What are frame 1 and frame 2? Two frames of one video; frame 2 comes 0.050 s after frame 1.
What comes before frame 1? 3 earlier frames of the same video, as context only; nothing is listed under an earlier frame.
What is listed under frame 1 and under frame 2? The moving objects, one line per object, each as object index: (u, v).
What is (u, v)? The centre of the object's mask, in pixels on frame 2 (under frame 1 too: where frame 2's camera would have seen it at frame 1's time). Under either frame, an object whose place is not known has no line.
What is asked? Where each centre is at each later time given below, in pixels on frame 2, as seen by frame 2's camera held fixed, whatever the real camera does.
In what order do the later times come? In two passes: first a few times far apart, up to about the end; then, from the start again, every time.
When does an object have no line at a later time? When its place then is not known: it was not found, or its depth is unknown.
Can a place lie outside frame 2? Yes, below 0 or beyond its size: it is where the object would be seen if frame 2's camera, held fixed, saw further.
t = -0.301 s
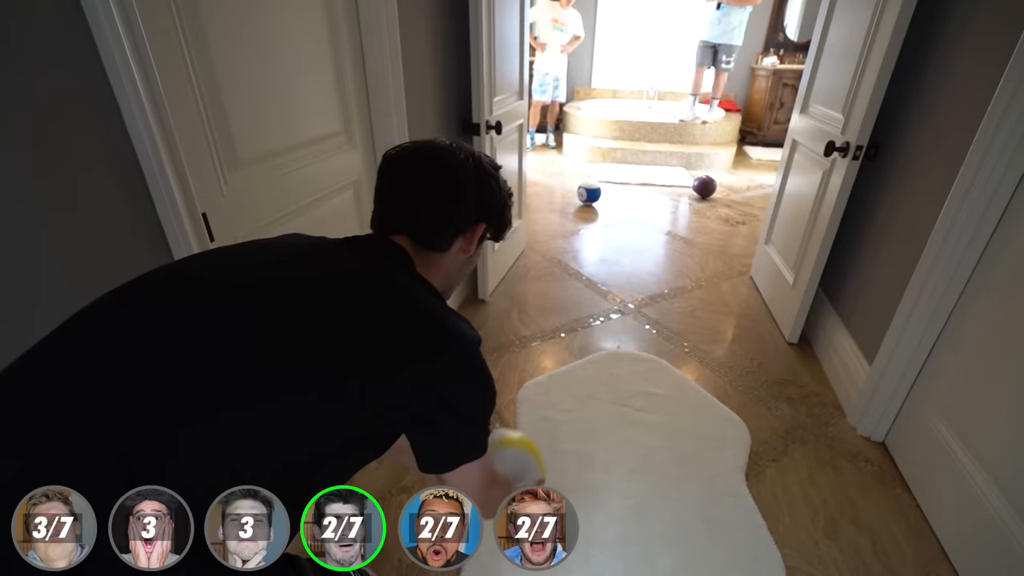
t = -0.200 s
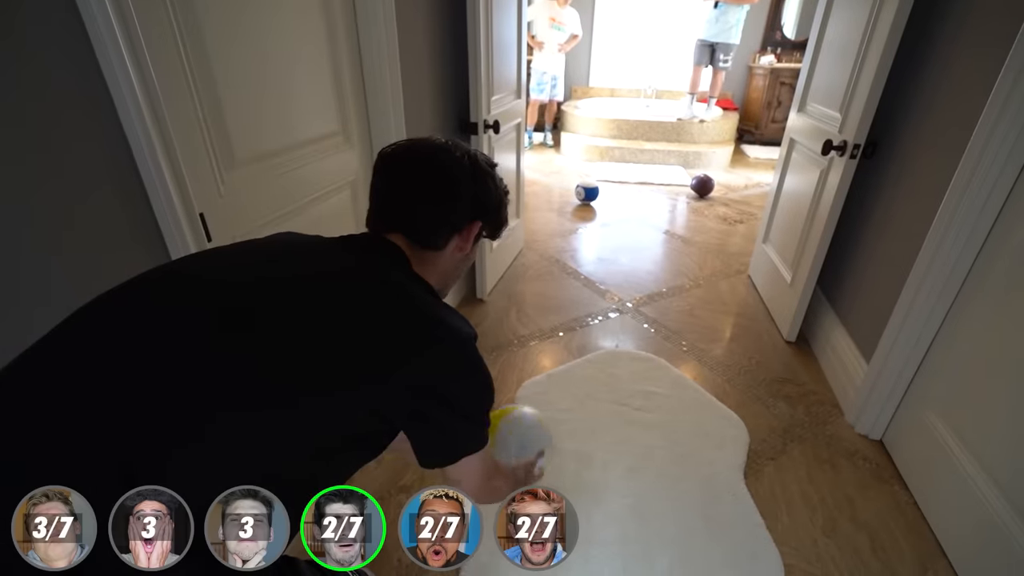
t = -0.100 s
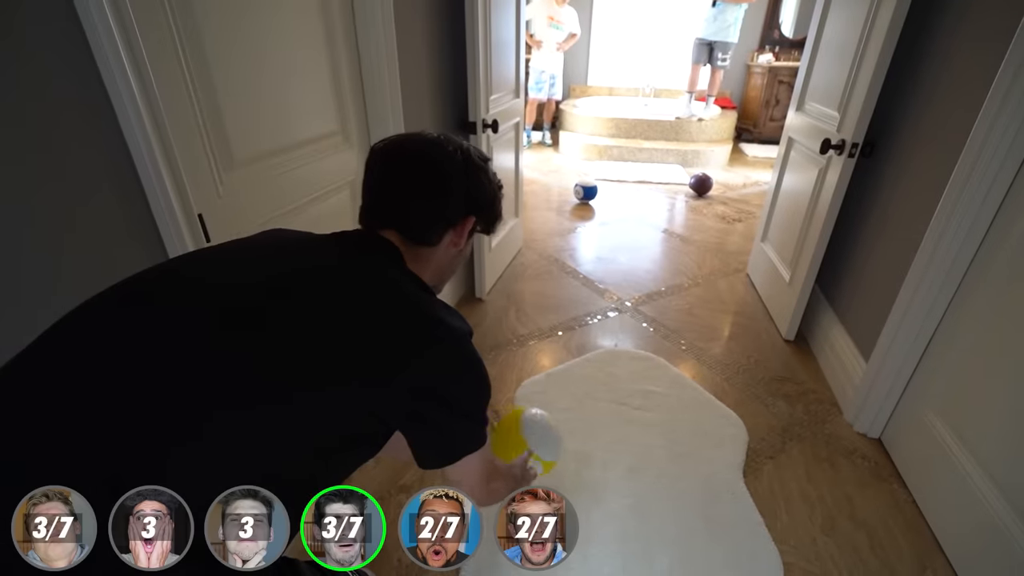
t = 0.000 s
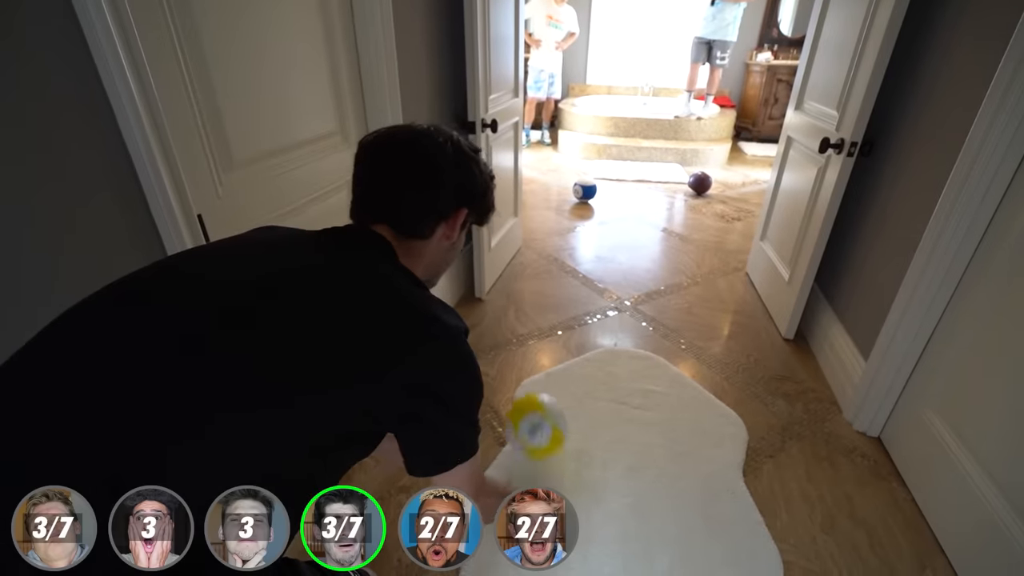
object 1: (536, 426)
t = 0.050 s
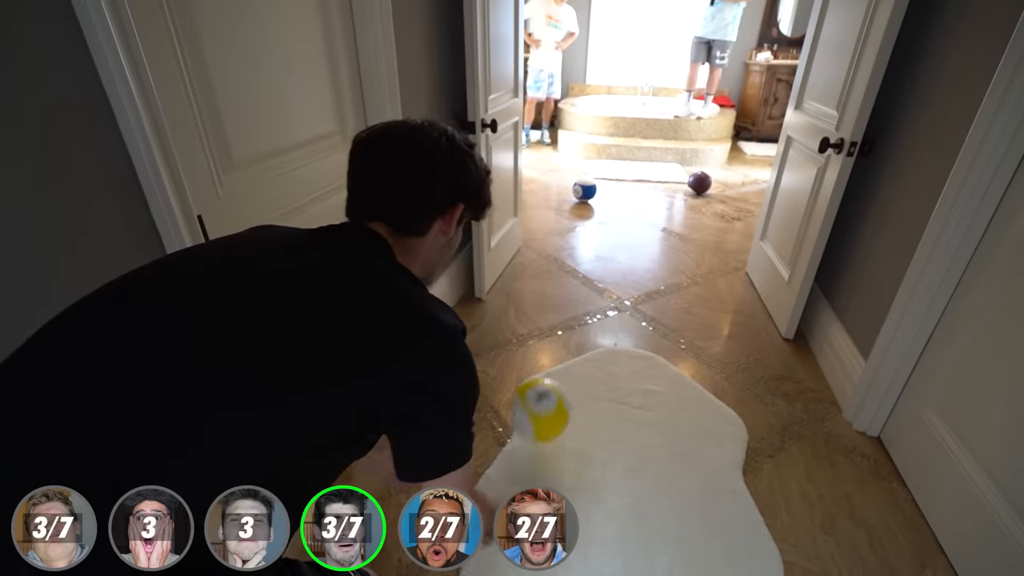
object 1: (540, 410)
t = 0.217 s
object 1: (547, 395)
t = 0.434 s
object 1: (556, 361)
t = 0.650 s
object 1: (561, 336)
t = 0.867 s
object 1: (560, 313)
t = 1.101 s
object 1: (560, 293)
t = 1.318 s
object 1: (559, 277)
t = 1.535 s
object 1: (556, 262)
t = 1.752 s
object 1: (552, 250)
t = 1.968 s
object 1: (548, 240)
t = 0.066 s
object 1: (540, 405)
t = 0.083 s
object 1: (541, 403)
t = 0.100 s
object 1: (541, 400)
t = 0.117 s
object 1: (543, 398)
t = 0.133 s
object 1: (544, 396)
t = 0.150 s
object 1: (545, 395)
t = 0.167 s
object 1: (546, 394)
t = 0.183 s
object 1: (546, 394)
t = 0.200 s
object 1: (546, 395)
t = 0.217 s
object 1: (547, 395)
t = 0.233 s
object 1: (548, 392)
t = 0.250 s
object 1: (549, 386)
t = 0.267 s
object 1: (550, 382)
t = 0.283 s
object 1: (550, 378)
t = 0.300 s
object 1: (551, 377)
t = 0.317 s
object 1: (552, 374)
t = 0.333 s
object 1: (552, 372)
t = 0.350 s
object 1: (553, 371)
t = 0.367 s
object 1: (553, 370)
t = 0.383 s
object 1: (554, 369)
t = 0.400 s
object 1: (555, 367)
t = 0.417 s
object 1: (555, 364)
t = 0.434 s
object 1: (556, 361)
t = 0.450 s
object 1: (556, 358)
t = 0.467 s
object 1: (557, 356)
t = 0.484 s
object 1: (557, 355)
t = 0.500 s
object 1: (557, 353)
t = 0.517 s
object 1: (558, 352)
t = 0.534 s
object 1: (558, 349)
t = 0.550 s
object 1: (558, 347)
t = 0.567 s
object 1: (559, 345)
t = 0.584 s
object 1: (559, 344)
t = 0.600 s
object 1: (559, 343)
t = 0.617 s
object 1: (559, 341)
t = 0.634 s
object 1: (560, 338)
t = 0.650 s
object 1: (561, 336)
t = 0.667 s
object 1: (560, 335)
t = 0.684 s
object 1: (560, 333)
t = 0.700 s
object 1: (560, 331)
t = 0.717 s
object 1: (561, 329)
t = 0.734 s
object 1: (561, 327)
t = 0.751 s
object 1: (561, 325)
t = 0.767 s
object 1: (560, 323)
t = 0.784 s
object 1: (560, 321)
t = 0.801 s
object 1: (560, 320)
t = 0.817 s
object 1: (560, 318)
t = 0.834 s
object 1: (560, 317)
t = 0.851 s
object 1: (560, 315)
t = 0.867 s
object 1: (560, 313)
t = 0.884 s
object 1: (560, 311)
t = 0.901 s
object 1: (561, 310)
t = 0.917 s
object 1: (560, 308)
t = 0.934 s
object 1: (561, 307)
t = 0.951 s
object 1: (561, 306)
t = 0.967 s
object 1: (561, 304)
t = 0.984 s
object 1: (560, 302)
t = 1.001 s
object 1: (560, 301)
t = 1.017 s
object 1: (560, 299)
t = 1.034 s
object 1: (560, 298)
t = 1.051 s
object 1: (560, 297)
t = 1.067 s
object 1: (560, 295)
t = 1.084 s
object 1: (560, 294)
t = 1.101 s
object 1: (560, 293)
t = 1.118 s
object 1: (560, 291)
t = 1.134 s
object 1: (560, 290)
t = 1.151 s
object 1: (560, 289)
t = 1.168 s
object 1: (560, 287)
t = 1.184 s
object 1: (560, 286)
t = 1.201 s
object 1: (560, 284)
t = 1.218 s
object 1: (560, 283)
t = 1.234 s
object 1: (559, 282)
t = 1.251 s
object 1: (559, 281)
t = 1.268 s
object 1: (559, 280)
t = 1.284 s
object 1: (559, 279)
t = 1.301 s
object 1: (559, 278)
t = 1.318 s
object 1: (559, 277)
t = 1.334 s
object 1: (559, 276)
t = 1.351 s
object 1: (559, 274)
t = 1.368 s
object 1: (558, 273)
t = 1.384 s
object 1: (558, 272)
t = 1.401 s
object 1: (558, 270)
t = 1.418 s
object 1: (558, 270)
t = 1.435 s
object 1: (558, 269)
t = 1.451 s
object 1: (558, 268)
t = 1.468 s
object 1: (557, 266)
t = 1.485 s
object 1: (557, 265)
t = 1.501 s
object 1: (556, 264)
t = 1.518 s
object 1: (556, 263)
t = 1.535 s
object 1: (556, 262)
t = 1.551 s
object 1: (555, 261)
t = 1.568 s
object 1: (555, 260)
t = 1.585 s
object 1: (555, 259)
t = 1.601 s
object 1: (555, 258)
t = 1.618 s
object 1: (555, 257)
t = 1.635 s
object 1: (554, 256)
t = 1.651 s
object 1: (554, 256)
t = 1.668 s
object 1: (553, 254)
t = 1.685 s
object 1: (554, 254)
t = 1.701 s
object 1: (553, 253)
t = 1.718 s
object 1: (553, 253)
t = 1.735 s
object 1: (553, 252)
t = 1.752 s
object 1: (552, 250)
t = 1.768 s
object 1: (552, 249)
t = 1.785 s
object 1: (552, 248)
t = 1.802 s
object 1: (551, 247)
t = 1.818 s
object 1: (551, 247)
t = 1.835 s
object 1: (551, 246)
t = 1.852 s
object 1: (550, 245)
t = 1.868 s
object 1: (550, 245)
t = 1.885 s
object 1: (550, 244)
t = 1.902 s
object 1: (550, 243)
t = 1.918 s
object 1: (550, 242)
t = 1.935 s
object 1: (549, 241)
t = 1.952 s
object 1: (549, 241)
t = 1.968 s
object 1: (548, 240)
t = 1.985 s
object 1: (548, 239)
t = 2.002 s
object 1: (548, 238)
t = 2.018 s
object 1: (547, 237)
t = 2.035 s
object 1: (547, 237)
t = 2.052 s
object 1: (547, 236)
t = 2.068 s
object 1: (546, 235)
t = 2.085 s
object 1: (546, 234)
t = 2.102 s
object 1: (545, 234)
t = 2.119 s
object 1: (545, 233)
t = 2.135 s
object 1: (545, 232)
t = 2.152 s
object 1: (544, 232)
